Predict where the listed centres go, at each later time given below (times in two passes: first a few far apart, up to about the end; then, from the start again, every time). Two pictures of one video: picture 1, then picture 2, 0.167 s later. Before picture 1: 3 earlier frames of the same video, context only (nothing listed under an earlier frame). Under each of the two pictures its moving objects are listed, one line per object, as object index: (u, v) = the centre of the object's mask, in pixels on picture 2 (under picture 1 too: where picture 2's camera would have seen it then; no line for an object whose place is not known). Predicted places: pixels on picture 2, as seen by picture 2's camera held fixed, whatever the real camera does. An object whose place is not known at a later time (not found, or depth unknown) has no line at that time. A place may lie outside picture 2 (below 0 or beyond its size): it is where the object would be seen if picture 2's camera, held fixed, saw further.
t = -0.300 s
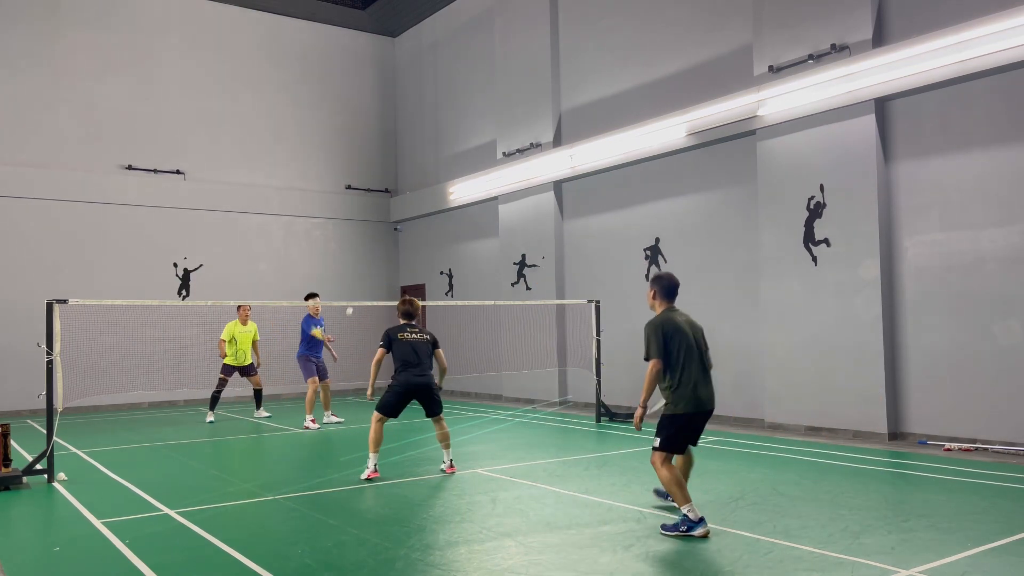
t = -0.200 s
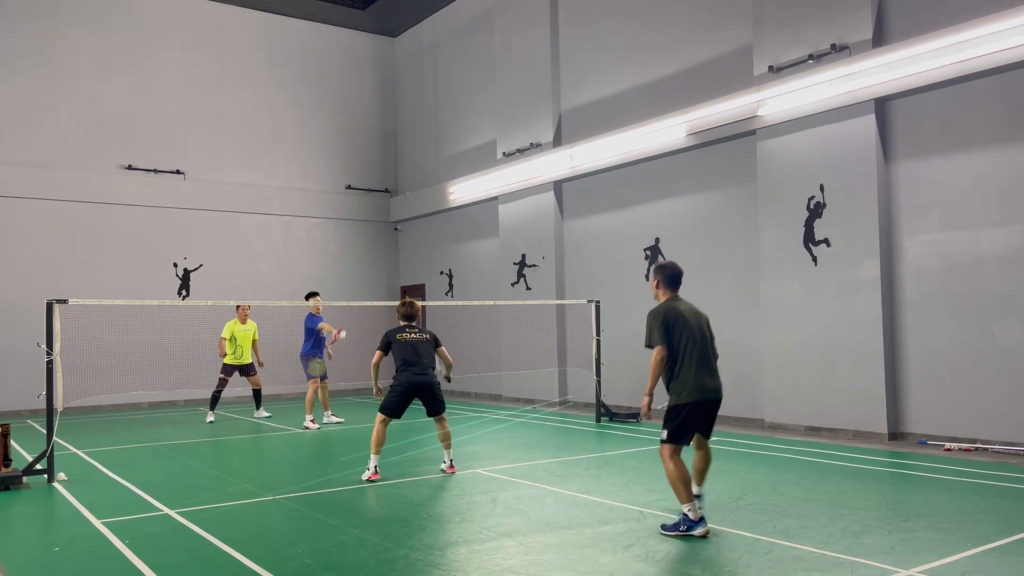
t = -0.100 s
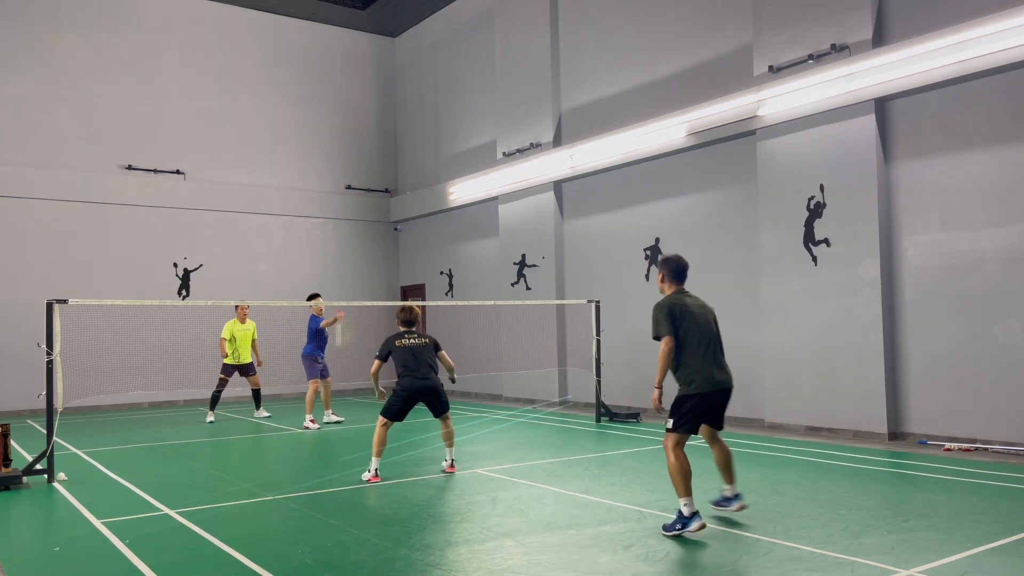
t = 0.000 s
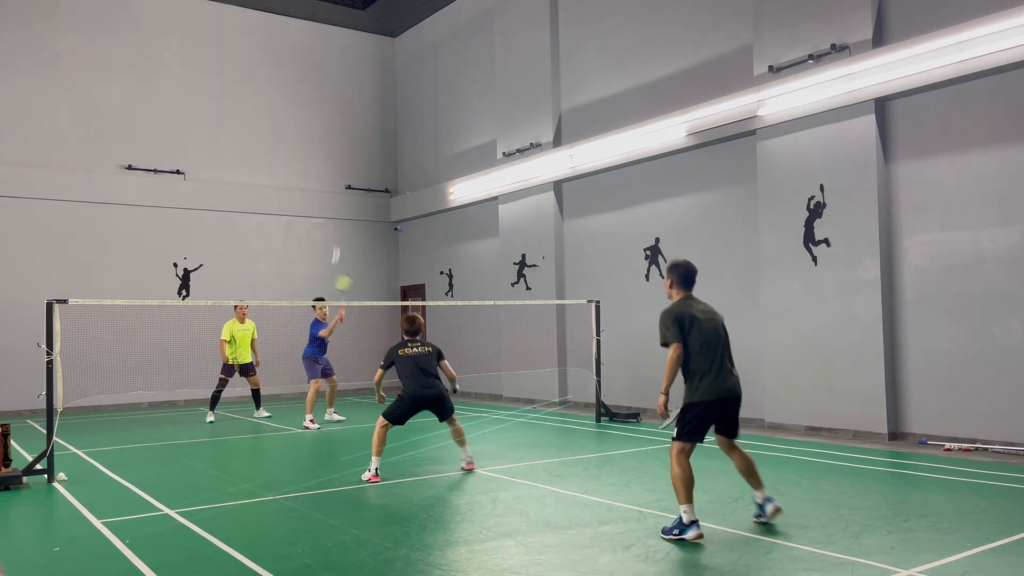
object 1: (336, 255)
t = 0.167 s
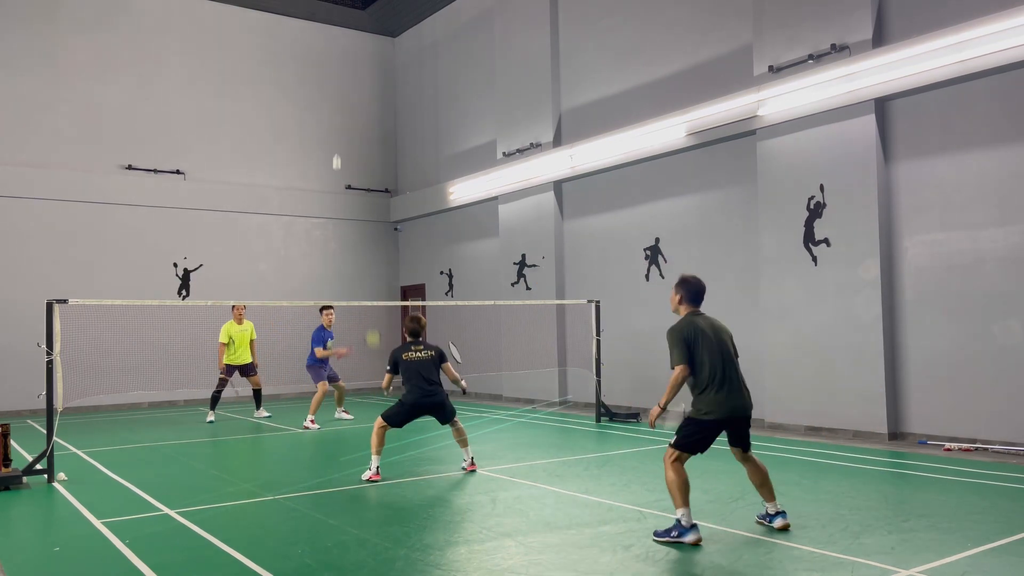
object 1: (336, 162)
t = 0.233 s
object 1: (337, 134)
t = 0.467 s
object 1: (339, 74)
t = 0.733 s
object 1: (341, 91)
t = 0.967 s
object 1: (342, 206)
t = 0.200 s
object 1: (337, 148)
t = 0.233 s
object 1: (337, 134)
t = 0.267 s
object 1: (337, 122)
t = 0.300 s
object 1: (337, 111)
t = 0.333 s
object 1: (338, 101)
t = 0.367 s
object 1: (338, 93)
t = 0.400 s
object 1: (339, 85)
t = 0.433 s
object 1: (339, 79)
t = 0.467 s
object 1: (339, 74)
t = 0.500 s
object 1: (340, 71)
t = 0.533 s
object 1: (340, 69)
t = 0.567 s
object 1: (340, 69)
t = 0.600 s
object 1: (340, 70)
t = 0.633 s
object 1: (341, 72)
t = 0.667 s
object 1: (341, 77)
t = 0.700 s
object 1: (341, 83)
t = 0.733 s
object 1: (341, 91)
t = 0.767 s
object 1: (341, 102)
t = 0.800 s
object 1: (342, 114)
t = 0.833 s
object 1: (342, 128)
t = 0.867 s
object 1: (342, 145)
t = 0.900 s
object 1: (342, 163)
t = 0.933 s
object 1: (342, 183)
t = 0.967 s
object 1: (342, 206)
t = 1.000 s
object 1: (343, 231)
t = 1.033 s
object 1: (343, 257)
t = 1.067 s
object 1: (343, 284)
